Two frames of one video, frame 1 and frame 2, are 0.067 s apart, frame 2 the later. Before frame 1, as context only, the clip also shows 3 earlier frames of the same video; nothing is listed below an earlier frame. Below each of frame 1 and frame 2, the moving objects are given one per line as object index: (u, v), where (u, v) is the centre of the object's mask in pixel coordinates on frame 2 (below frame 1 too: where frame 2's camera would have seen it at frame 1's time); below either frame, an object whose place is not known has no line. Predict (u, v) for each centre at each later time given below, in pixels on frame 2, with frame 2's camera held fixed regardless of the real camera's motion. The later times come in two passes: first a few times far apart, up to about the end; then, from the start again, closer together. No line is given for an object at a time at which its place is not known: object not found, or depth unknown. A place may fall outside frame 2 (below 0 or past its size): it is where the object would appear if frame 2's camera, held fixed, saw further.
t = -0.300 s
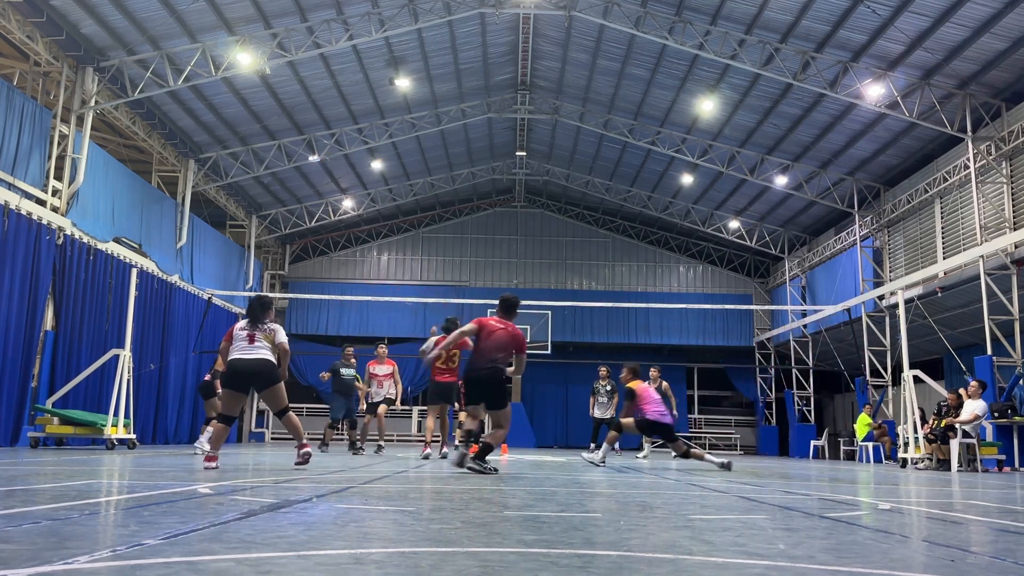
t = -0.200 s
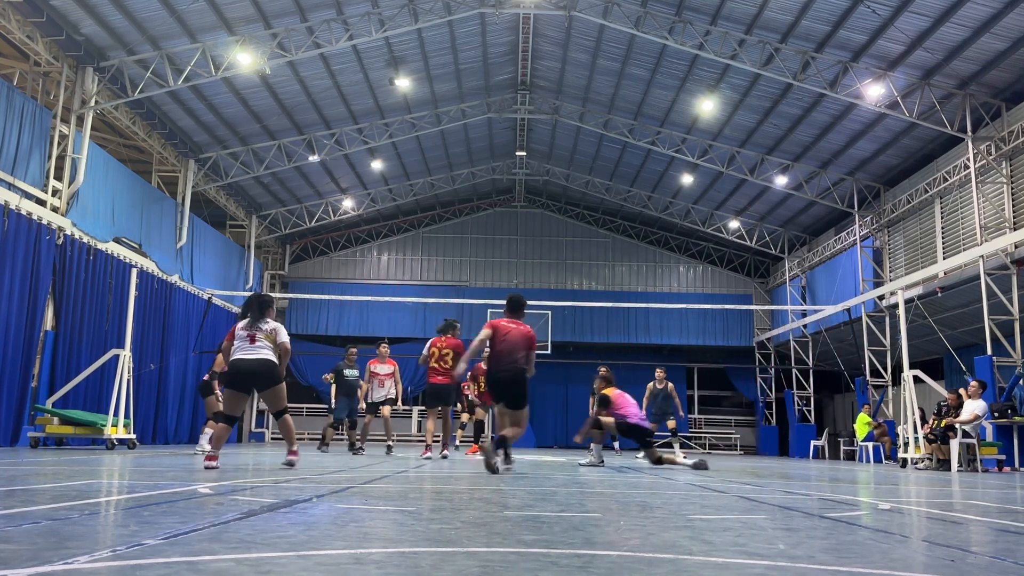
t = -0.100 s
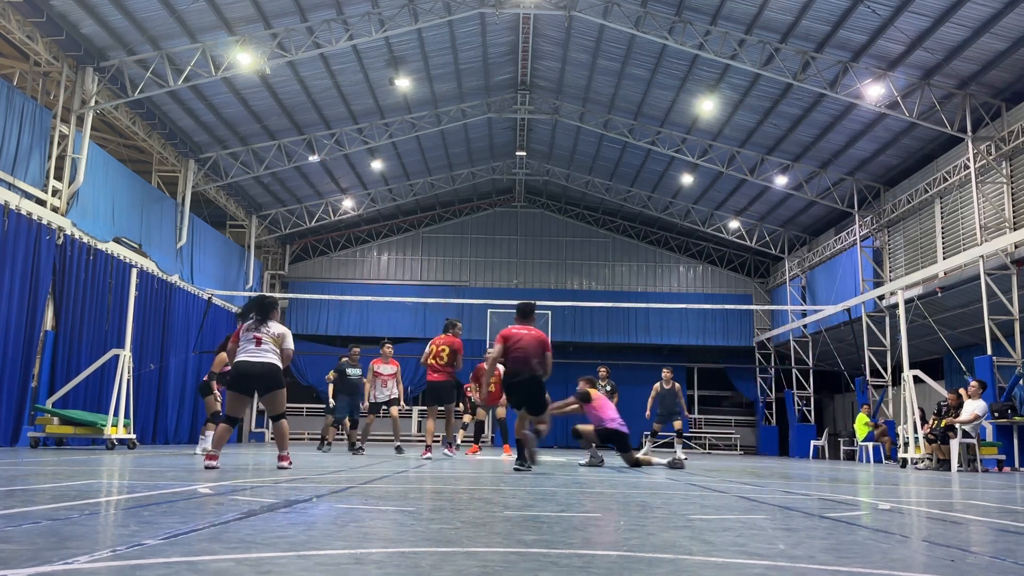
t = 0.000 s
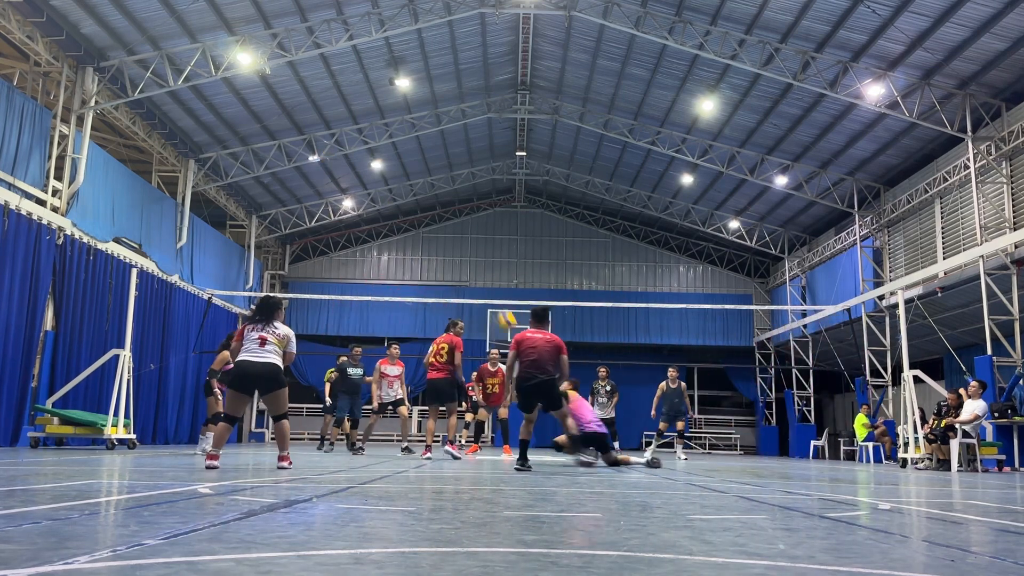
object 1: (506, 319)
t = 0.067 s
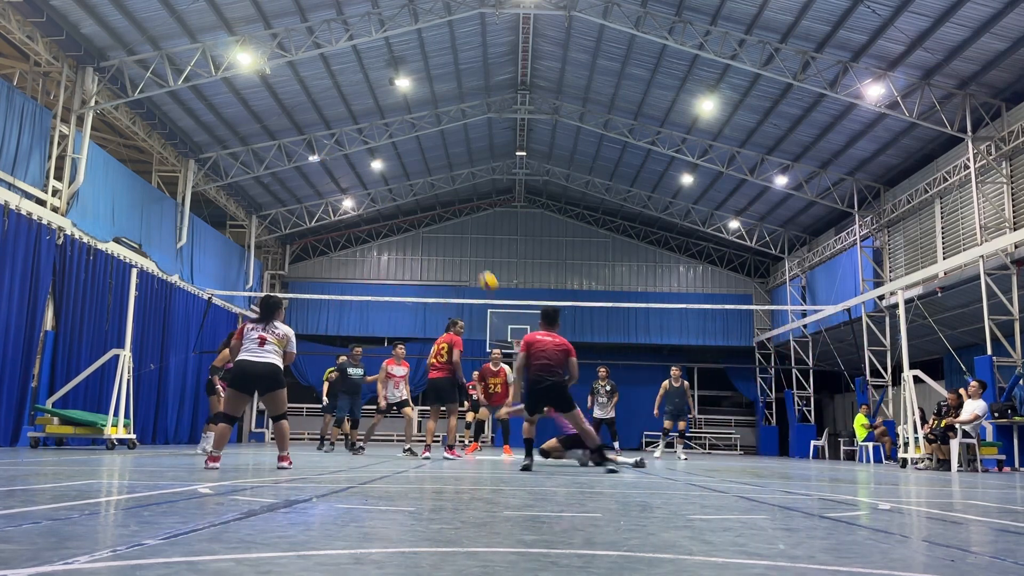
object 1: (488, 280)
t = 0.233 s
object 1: (448, 207)
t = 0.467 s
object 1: (405, 157)
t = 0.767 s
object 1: (362, 148)
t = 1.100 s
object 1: (323, 193)
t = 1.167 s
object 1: (315, 207)
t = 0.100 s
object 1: (480, 262)
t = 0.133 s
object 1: (472, 246)
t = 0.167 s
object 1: (464, 234)
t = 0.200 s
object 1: (456, 221)
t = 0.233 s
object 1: (448, 207)
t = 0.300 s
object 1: (435, 189)
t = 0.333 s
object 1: (429, 180)
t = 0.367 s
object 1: (422, 172)
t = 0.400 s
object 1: (417, 167)
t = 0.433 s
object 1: (411, 162)
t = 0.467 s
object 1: (405, 157)
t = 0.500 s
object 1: (400, 153)
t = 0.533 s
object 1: (394, 150)
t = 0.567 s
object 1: (389, 148)
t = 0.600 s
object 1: (385, 146)
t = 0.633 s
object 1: (380, 145)
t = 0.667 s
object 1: (375, 146)
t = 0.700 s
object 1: (371, 147)
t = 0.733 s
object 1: (366, 147)
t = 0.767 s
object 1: (362, 148)
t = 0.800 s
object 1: (358, 150)
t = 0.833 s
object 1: (353, 154)
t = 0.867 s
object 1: (349, 157)
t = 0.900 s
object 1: (346, 160)
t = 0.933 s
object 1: (342, 165)
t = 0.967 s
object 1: (338, 171)
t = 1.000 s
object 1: (334, 176)
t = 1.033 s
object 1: (330, 180)
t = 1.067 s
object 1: (327, 187)
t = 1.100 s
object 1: (323, 193)
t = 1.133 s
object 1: (319, 200)
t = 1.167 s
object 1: (315, 207)
